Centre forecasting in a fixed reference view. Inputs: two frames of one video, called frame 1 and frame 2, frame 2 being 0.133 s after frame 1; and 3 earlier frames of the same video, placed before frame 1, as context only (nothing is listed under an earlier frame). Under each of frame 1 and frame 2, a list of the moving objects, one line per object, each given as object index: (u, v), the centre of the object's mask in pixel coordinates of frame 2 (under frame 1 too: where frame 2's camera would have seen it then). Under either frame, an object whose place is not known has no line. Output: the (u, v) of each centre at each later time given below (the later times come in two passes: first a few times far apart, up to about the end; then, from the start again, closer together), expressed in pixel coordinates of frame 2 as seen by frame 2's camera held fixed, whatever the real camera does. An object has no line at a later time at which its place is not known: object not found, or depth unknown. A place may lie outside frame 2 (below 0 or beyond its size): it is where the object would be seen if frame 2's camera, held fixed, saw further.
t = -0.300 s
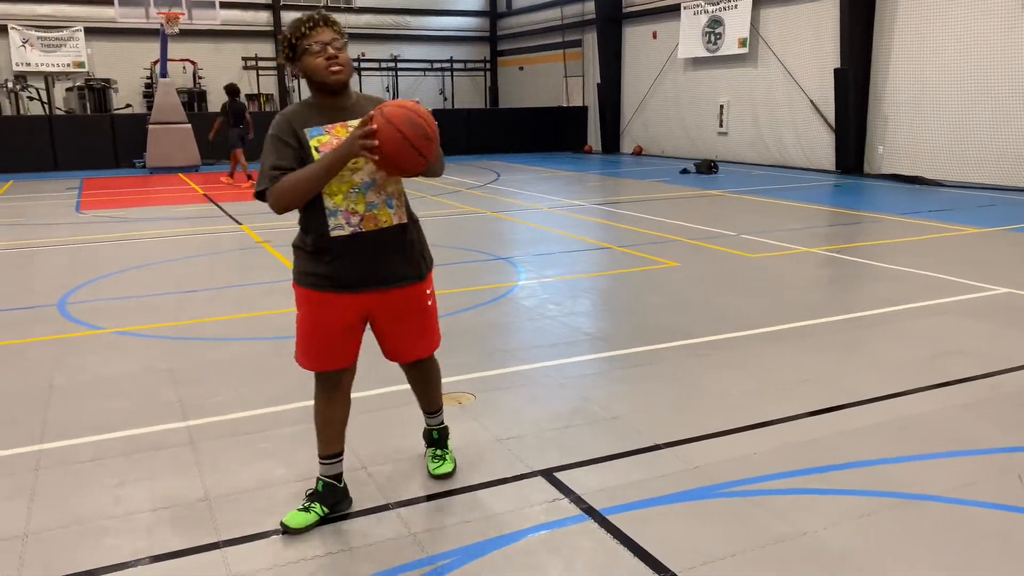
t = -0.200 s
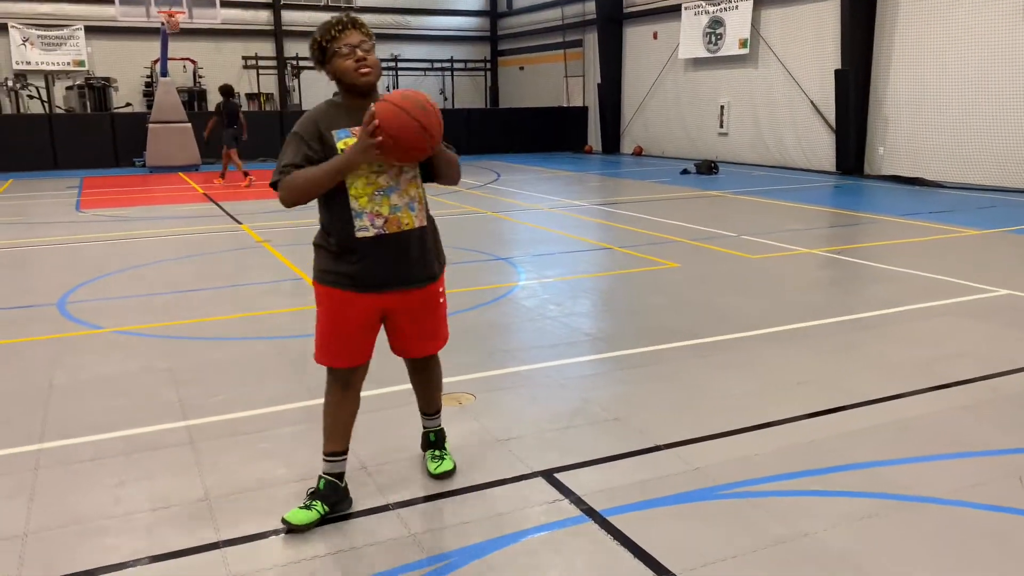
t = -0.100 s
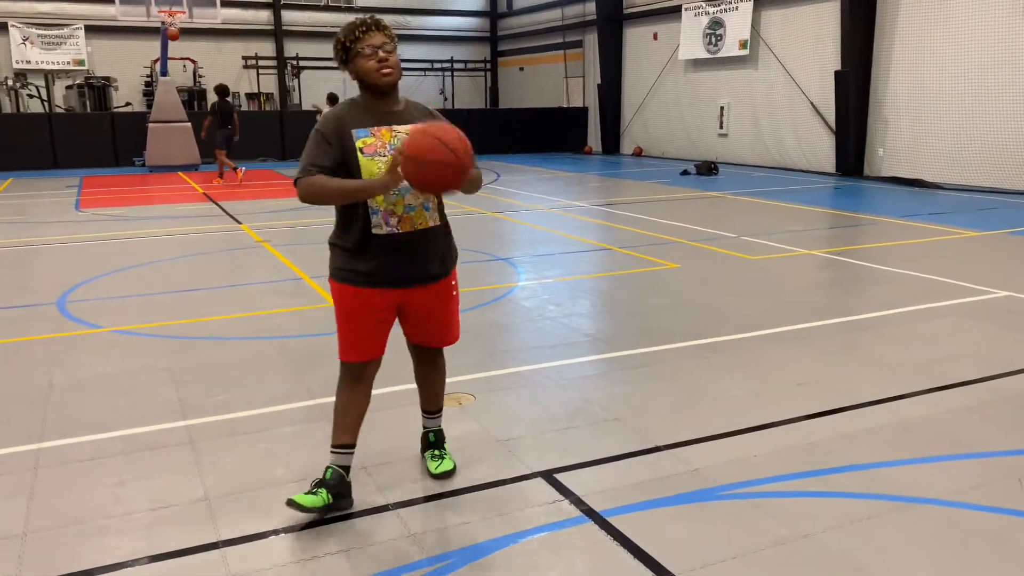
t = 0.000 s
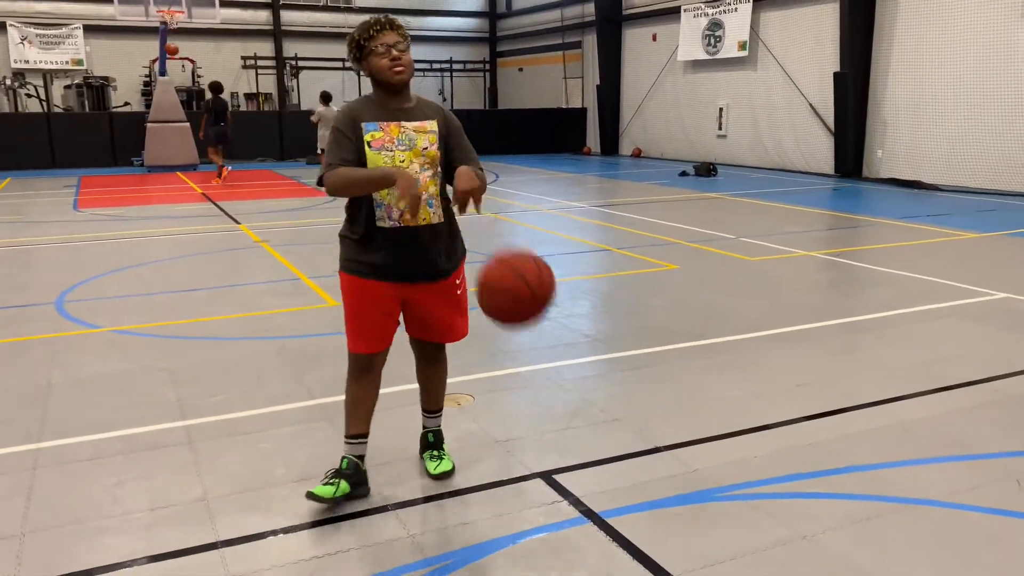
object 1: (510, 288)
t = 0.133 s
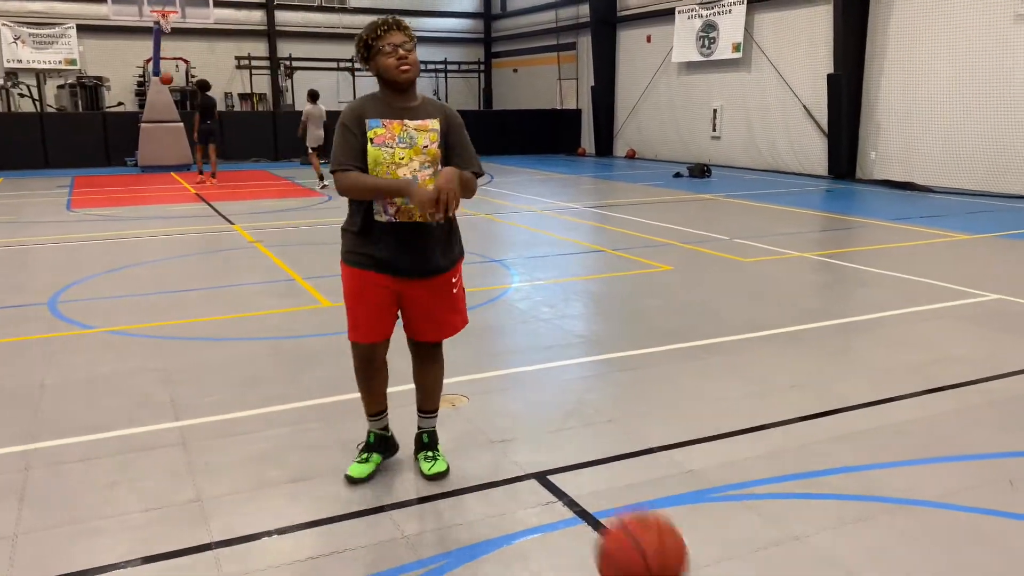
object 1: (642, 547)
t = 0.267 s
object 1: (767, 536)
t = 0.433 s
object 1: (964, 377)
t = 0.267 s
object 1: (767, 536)
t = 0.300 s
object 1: (802, 503)
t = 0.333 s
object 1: (838, 468)
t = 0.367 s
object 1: (876, 435)
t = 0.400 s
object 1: (919, 404)
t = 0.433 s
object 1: (964, 377)
